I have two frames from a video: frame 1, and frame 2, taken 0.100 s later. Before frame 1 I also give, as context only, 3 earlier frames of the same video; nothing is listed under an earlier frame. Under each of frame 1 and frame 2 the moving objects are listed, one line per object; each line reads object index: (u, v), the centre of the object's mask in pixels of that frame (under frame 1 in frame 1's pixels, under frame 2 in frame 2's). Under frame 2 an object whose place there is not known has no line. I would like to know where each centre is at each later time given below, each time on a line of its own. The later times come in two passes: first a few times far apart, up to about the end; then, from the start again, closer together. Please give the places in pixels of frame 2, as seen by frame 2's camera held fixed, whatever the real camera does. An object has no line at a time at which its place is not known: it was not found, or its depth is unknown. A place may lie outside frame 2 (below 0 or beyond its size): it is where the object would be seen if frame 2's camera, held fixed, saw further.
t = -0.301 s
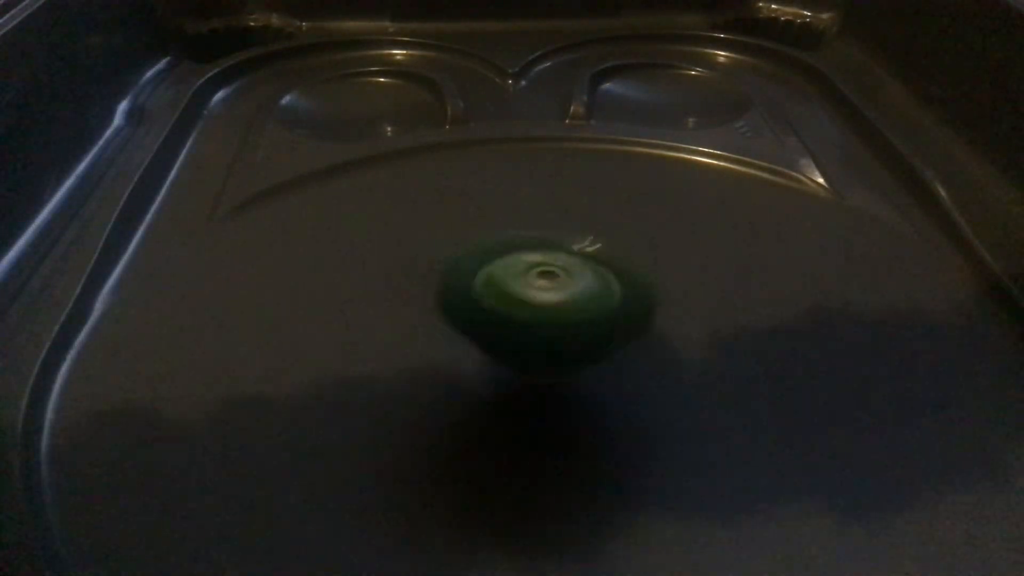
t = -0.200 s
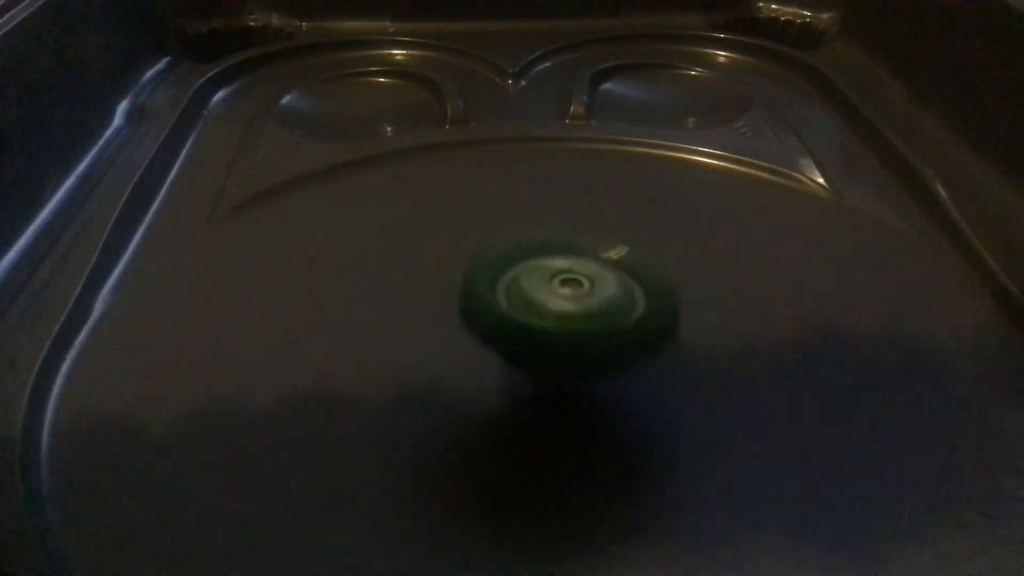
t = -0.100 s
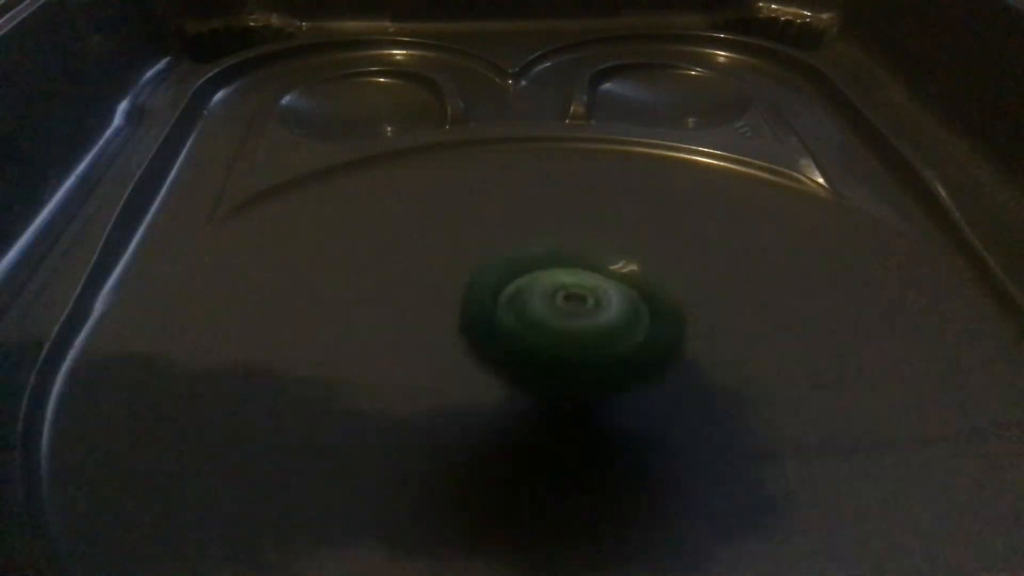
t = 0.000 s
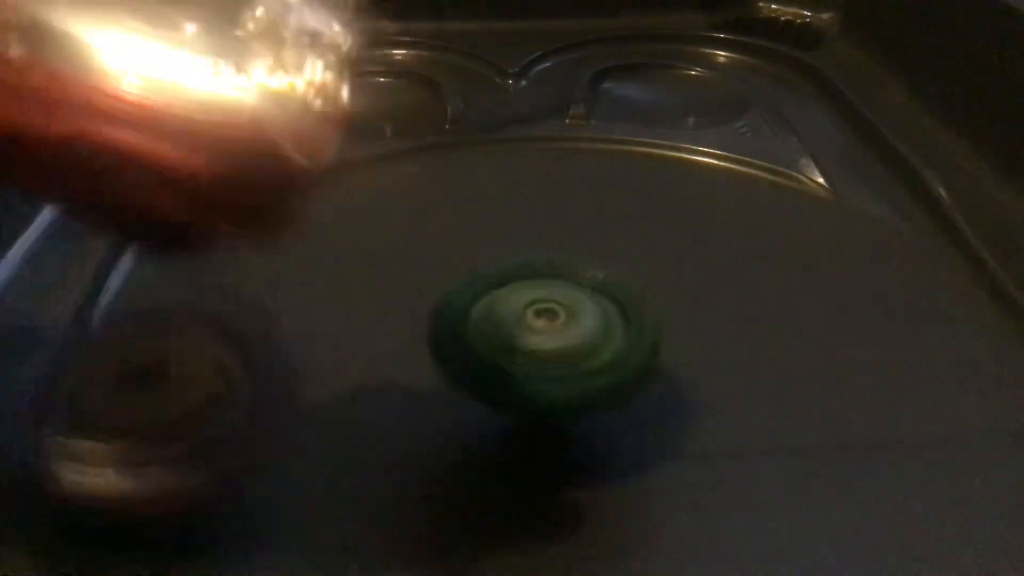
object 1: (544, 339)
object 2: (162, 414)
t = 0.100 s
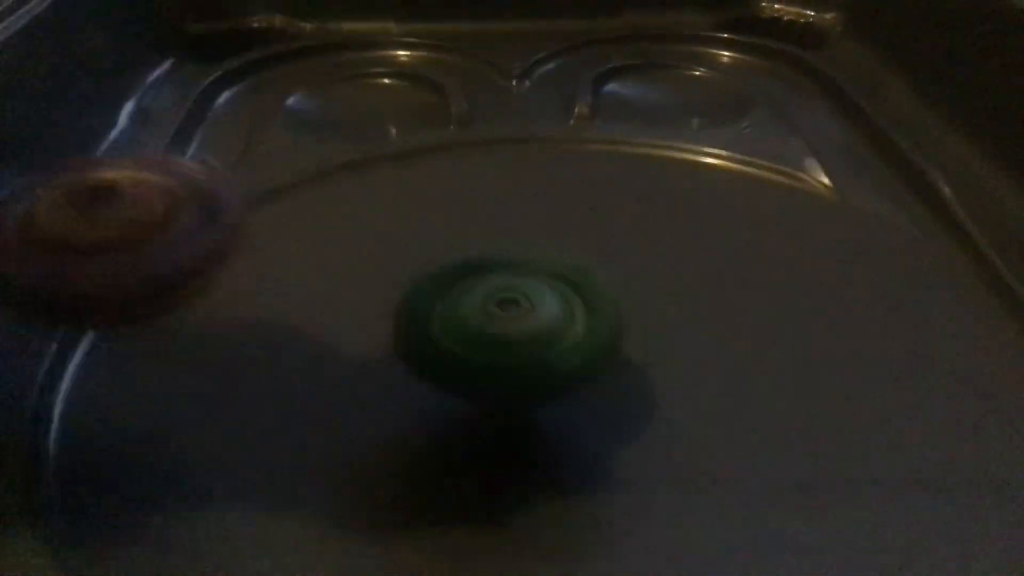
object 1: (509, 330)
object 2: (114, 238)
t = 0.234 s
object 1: (516, 306)
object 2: (305, 265)
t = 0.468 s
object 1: (683, 314)
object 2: (507, 181)
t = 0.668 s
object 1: (662, 288)
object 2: (477, 144)
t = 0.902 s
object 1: (652, 296)
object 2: (428, 181)
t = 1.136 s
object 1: (807, 473)
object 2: (466, 179)
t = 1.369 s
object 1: (811, 500)
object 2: (385, 129)
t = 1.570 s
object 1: (700, 444)
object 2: (366, 191)
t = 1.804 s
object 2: (513, 266)
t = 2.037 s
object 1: (457, 385)
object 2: (739, 225)
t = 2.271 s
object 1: (412, 347)
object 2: (751, 164)
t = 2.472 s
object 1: (416, 312)
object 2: (676, 175)
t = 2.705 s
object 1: (412, 290)
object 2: (634, 249)
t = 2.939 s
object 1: (460, 290)
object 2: (731, 321)
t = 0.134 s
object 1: (501, 322)
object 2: (118, 252)
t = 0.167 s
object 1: (498, 314)
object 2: (147, 272)
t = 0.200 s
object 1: (497, 307)
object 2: (235, 266)
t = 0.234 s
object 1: (516, 306)
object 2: (305, 265)
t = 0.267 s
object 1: (564, 311)
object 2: (349, 251)
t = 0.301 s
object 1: (605, 317)
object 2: (390, 238)
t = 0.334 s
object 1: (634, 324)
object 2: (426, 227)
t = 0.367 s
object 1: (658, 321)
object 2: (455, 216)
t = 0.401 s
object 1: (671, 319)
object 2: (477, 203)
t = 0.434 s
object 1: (681, 318)
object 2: (494, 191)
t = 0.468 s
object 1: (683, 314)
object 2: (507, 181)
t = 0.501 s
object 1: (682, 308)
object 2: (513, 170)
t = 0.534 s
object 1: (677, 303)
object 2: (513, 161)
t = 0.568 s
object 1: (672, 298)
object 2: (510, 154)
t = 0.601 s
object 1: (671, 295)
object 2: (501, 146)
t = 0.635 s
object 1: (666, 289)
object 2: (488, 144)
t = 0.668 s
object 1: (662, 288)
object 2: (477, 144)
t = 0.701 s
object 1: (662, 285)
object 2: (467, 146)
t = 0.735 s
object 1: (659, 286)
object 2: (453, 148)
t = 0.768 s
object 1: (659, 287)
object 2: (444, 153)
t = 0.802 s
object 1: (657, 288)
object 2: (436, 159)
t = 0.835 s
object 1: (656, 291)
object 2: (430, 165)
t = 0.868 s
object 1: (654, 295)
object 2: (427, 174)
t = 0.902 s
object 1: (652, 296)
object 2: (428, 181)
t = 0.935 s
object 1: (650, 301)
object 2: (433, 191)
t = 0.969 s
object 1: (645, 307)
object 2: (441, 198)
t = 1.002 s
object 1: (641, 306)
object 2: (456, 212)
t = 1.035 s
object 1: (638, 310)
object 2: (473, 224)
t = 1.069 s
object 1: (660, 343)
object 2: (489, 224)
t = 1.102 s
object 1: (732, 409)
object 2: (475, 199)
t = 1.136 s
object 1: (807, 473)
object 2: (466, 179)
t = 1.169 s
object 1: (870, 501)
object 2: (454, 160)
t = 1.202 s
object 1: (894, 517)
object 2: (443, 147)
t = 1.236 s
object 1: (891, 511)
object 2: (430, 136)
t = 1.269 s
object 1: (879, 511)
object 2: (417, 127)
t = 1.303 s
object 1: (864, 511)
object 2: (406, 120)
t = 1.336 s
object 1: (836, 507)
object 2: (396, 124)
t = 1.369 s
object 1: (811, 500)
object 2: (385, 129)
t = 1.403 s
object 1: (788, 493)
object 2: (376, 137)
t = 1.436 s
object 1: (769, 486)
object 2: (369, 142)
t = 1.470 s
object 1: (750, 478)
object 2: (364, 150)
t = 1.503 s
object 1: (732, 465)
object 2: (360, 164)
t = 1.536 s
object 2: (360, 180)
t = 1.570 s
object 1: (700, 444)
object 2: (366, 191)
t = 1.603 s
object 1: (682, 437)
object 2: (371, 202)
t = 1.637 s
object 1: (662, 431)
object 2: (382, 215)
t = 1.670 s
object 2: (399, 229)
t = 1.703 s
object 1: (633, 425)
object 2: (422, 239)
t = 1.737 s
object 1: (613, 418)
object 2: (448, 254)
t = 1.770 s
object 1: (593, 414)
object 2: (481, 265)
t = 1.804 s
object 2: (513, 266)
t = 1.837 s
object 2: (553, 269)
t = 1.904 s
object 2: (630, 270)
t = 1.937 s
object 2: (667, 261)
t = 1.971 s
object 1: (482, 391)
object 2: (697, 248)
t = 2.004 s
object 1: (467, 391)
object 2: (724, 236)
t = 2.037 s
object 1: (457, 385)
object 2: (739, 225)
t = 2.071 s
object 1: (450, 383)
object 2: (755, 210)
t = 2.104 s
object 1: (440, 378)
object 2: (763, 199)
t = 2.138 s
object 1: (431, 374)
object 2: (770, 188)
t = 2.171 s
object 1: (425, 367)
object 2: (768, 179)
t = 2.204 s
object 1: (421, 360)
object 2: (764, 172)
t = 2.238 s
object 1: (414, 355)
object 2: (758, 169)
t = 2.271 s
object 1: (412, 347)
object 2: (751, 164)
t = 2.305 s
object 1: (412, 340)
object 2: (739, 160)
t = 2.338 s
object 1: (411, 336)
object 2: (728, 161)
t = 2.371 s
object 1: (410, 329)
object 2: (715, 162)
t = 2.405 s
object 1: (412, 324)
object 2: (702, 165)
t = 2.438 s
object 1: (413, 318)
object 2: (686, 170)
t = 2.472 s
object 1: (416, 312)
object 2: (676, 175)
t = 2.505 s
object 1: (420, 307)
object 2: (659, 185)
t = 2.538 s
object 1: (424, 301)
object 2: (641, 198)
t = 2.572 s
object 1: (427, 297)
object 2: (627, 208)
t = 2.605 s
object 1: (433, 294)
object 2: (619, 219)
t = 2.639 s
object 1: (431, 294)
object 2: (618, 230)
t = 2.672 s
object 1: (419, 293)
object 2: (627, 242)
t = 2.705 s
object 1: (412, 290)
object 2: (634, 249)
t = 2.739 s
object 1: (411, 288)
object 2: (643, 259)
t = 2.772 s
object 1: (412, 288)
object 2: (653, 271)
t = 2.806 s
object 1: (418, 286)
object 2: (664, 280)
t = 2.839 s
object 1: (428, 287)
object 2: (678, 292)
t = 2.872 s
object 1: (439, 288)
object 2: (694, 303)
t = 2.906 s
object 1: (450, 289)
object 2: (714, 314)
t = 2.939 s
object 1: (460, 290)
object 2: (731, 321)
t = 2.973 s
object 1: (468, 291)
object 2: (749, 327)
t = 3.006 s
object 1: (480, 297)
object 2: (772, 333)
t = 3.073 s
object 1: (495, 303)
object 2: (818, 344)
